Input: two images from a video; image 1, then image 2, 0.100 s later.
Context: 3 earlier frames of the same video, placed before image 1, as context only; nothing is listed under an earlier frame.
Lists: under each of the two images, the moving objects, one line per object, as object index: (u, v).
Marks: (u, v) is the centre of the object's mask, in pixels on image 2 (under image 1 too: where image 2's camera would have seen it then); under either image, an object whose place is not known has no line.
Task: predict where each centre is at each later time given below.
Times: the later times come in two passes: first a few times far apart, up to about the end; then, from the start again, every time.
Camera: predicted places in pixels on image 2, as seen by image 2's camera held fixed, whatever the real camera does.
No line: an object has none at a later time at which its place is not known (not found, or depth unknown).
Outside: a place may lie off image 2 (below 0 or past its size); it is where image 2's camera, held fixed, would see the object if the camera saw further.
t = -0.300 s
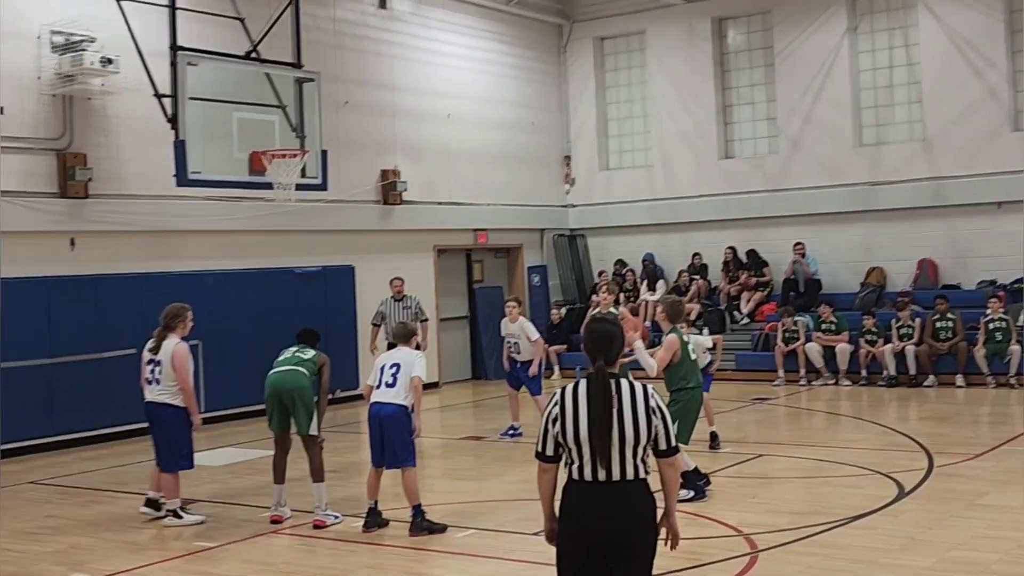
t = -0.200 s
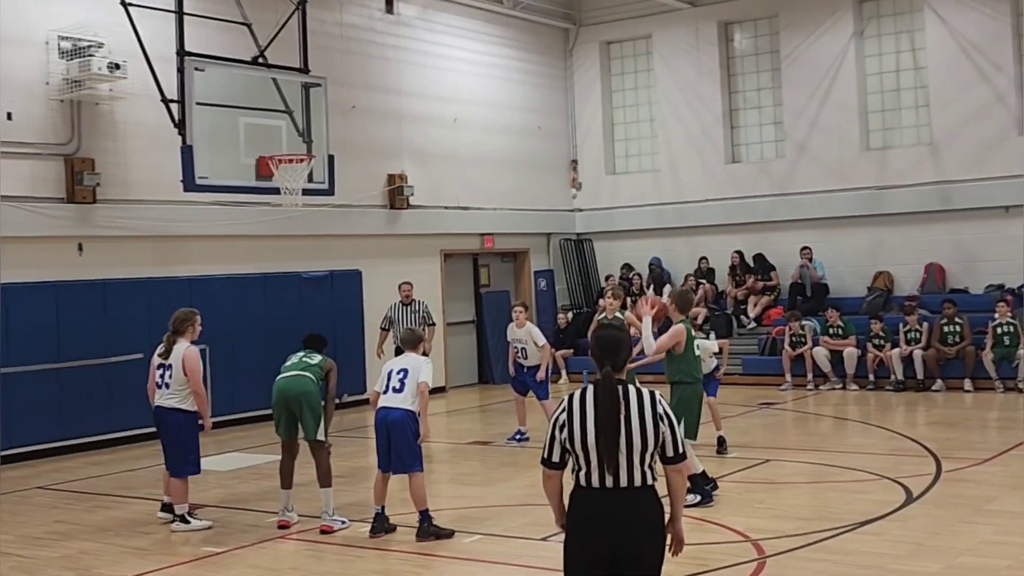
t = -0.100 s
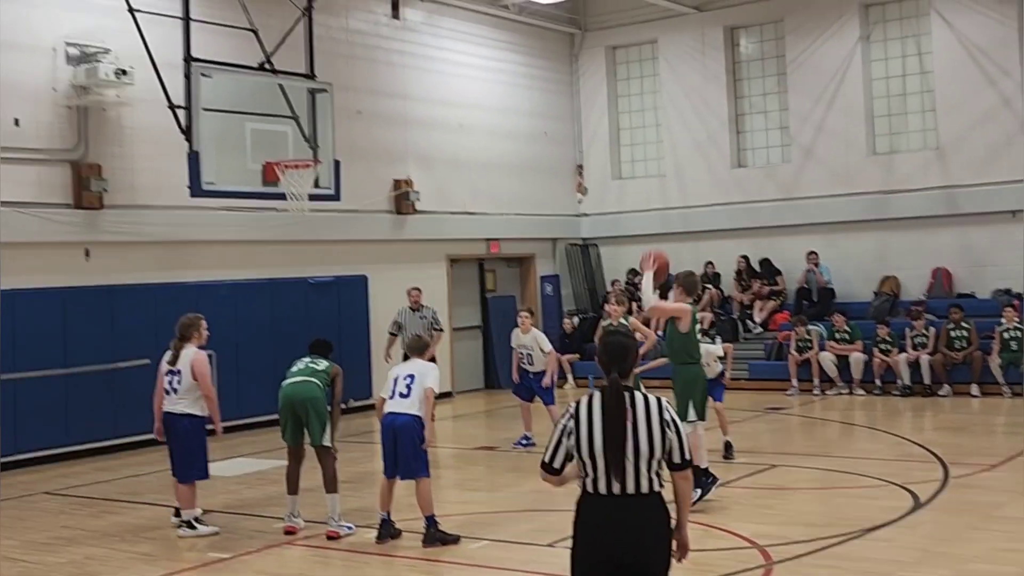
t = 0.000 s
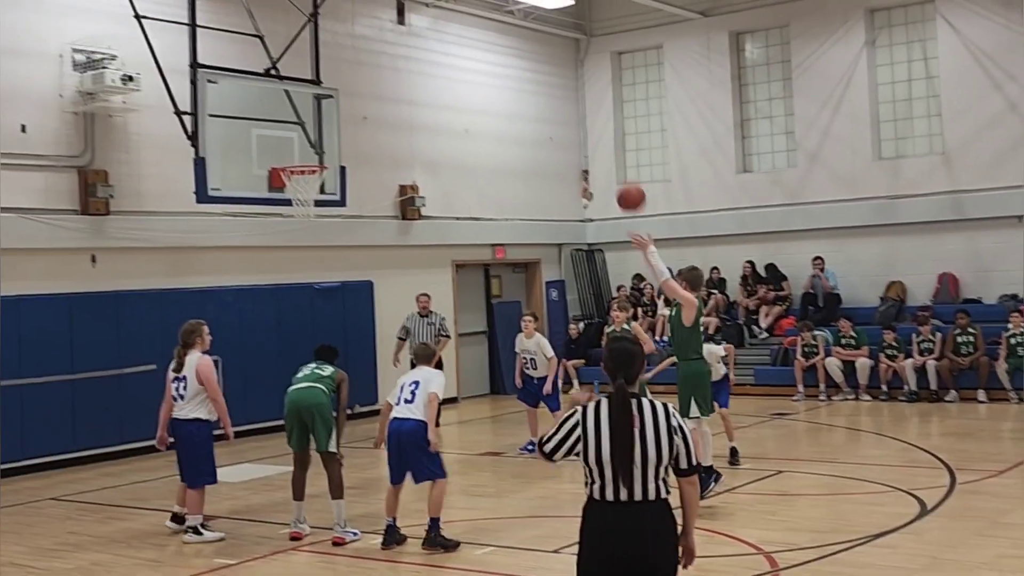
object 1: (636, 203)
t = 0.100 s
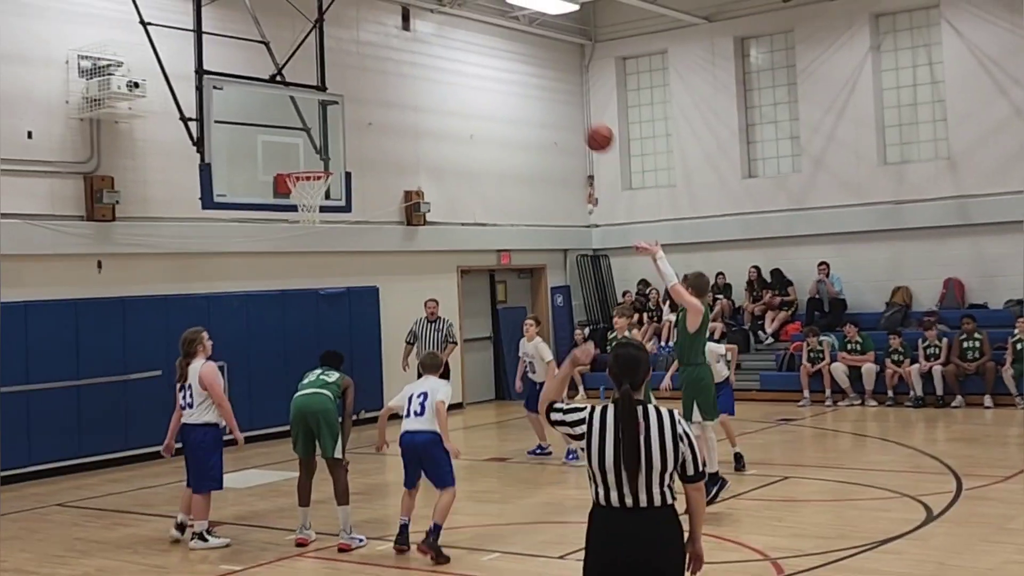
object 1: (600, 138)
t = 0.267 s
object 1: (543, 61)
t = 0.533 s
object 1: (465, 7)
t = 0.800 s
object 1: (398, 33)
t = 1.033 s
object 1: (346, 112)
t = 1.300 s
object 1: (346, 189)
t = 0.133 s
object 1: (588, 119)
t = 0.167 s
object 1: (576, 102)
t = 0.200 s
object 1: (565, 87)
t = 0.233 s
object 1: (554, 73)
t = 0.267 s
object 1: (543, 61)
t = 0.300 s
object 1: (533, 49)
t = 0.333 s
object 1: (523, 40)
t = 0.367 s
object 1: (513, 30)
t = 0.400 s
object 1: (503, 24)
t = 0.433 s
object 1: (493, 18)
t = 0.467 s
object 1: (484, 14)
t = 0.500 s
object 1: (475, 10)
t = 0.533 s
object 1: (465, 7)
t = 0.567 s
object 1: (456, 7)
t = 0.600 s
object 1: (447, 7)
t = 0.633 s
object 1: (439, 8)
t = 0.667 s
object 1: (431, 11)
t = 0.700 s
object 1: (422, 15)
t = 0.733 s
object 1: (413, 20)
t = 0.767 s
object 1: (406, 26)
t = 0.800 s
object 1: (398, 33)
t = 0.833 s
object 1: (390, 41)
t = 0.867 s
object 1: (382, 51)
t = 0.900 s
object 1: (375, 61)
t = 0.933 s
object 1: (367, 72)
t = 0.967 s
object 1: (360, 84)
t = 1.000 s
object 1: (353, 98)
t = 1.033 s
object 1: (346, 112)
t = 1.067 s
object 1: (339, 128)
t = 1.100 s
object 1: (332, 144)
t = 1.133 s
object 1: (325, 161)
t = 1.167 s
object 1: (325, 169)
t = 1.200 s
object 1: (330, 173)
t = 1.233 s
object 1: (335, 177)
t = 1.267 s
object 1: (341, 182)
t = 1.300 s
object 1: (346, 189)
